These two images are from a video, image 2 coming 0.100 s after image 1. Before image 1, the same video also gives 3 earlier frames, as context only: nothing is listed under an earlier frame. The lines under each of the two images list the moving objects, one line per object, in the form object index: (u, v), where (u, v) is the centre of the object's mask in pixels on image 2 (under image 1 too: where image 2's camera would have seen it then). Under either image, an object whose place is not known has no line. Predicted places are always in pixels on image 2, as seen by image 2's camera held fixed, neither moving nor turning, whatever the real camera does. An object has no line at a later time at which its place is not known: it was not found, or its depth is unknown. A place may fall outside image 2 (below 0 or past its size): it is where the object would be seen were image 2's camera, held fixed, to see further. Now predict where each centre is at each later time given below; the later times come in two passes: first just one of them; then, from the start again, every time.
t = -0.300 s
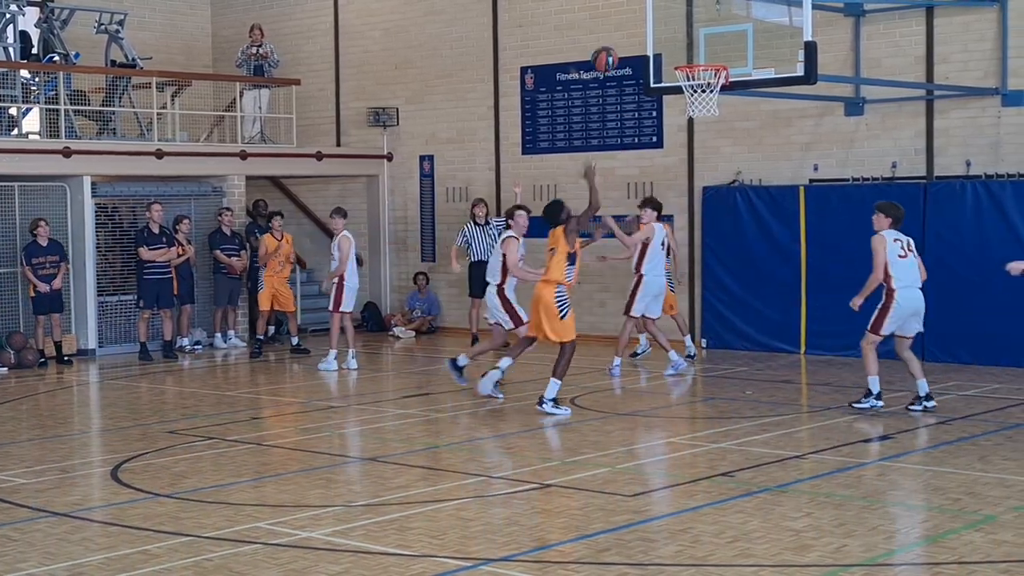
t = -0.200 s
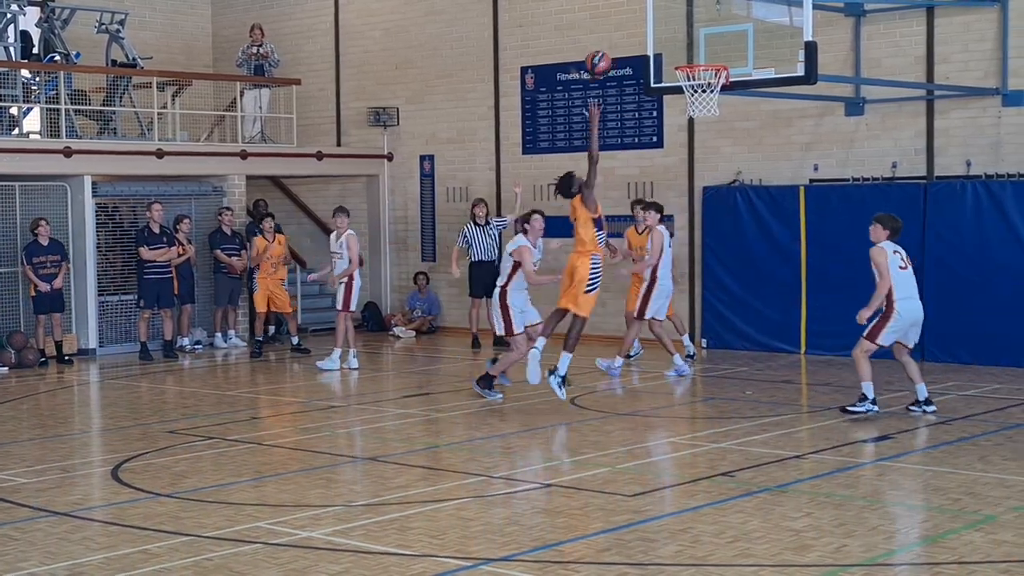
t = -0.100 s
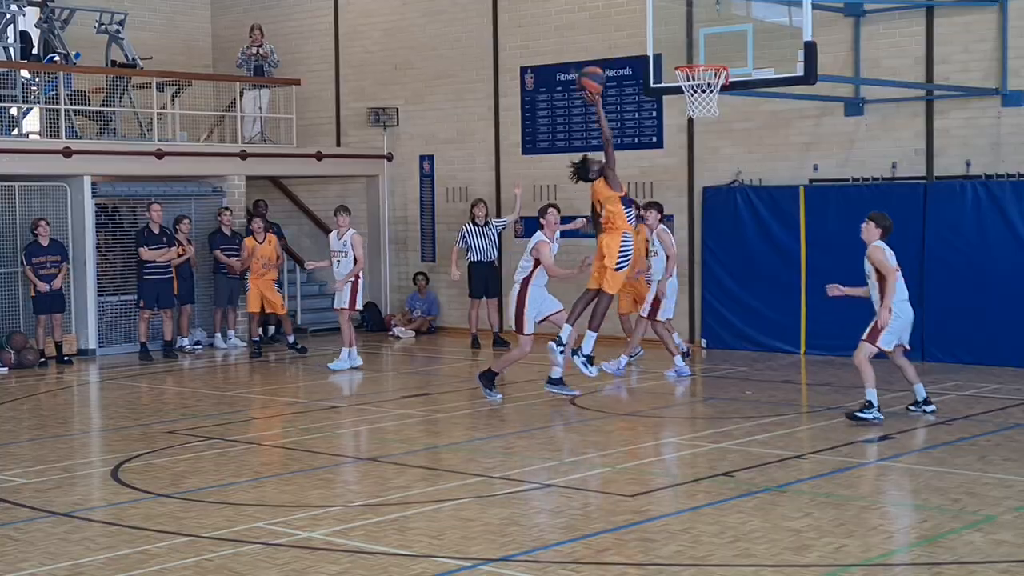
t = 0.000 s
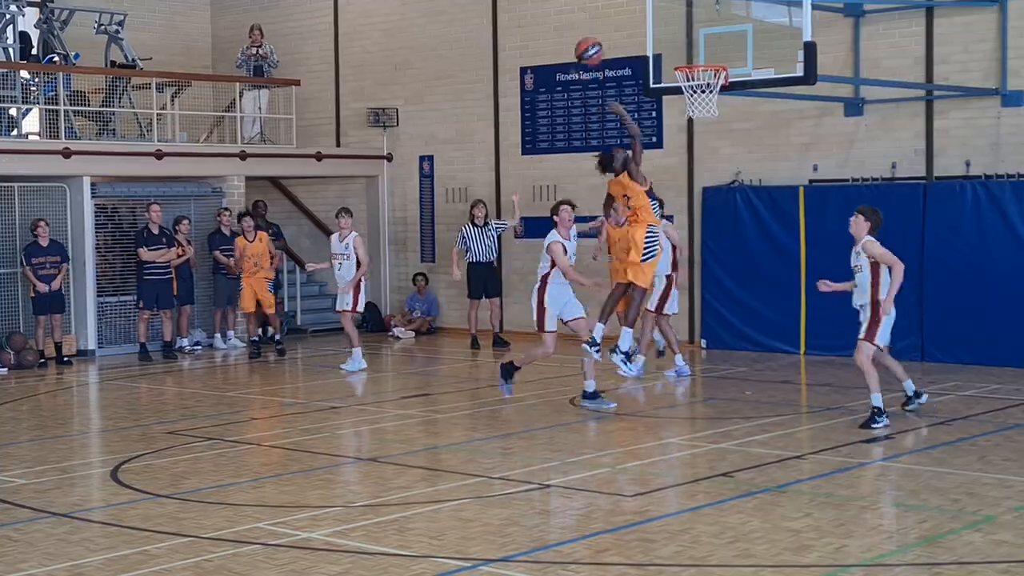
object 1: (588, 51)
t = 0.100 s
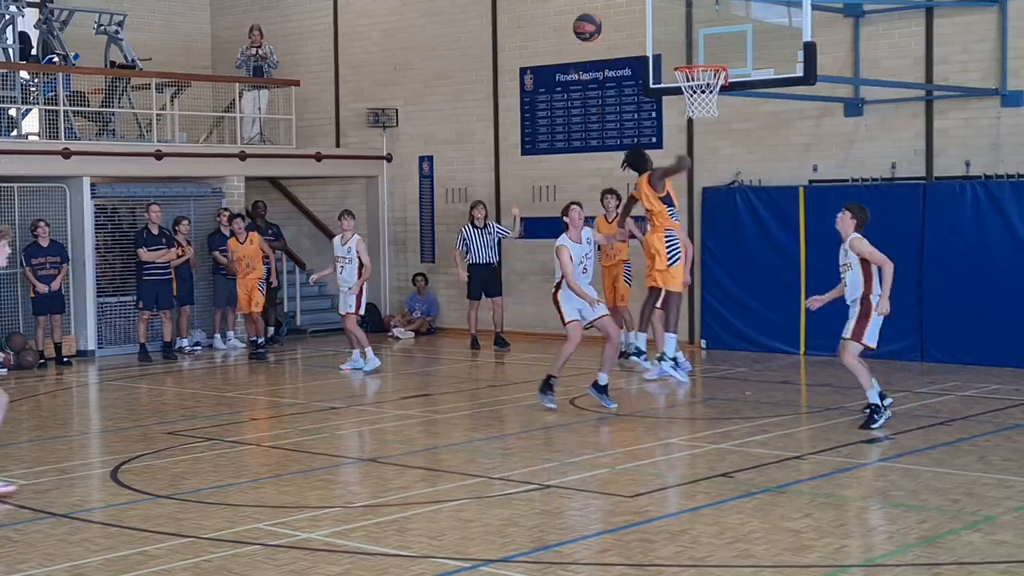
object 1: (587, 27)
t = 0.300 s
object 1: (584, 14)
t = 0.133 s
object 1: (587, 21)
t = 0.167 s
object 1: (586, 17)
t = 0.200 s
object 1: (585, 14)
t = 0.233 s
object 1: (585, 13)
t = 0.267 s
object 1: (585, 13)
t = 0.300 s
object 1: (584, 14)
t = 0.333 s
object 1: (584, 15)
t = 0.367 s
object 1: (583, 20)
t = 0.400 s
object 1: (583, 24)
